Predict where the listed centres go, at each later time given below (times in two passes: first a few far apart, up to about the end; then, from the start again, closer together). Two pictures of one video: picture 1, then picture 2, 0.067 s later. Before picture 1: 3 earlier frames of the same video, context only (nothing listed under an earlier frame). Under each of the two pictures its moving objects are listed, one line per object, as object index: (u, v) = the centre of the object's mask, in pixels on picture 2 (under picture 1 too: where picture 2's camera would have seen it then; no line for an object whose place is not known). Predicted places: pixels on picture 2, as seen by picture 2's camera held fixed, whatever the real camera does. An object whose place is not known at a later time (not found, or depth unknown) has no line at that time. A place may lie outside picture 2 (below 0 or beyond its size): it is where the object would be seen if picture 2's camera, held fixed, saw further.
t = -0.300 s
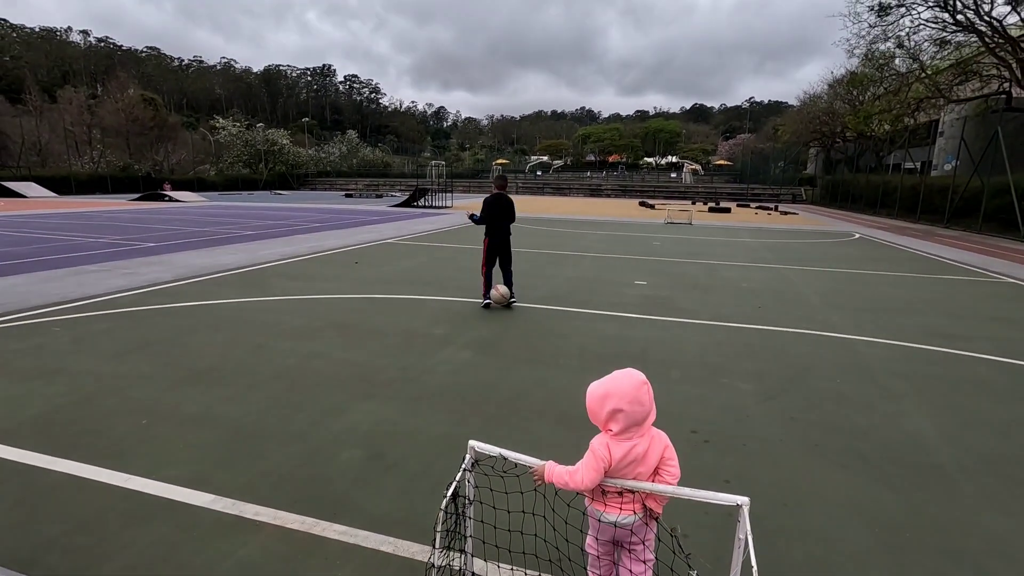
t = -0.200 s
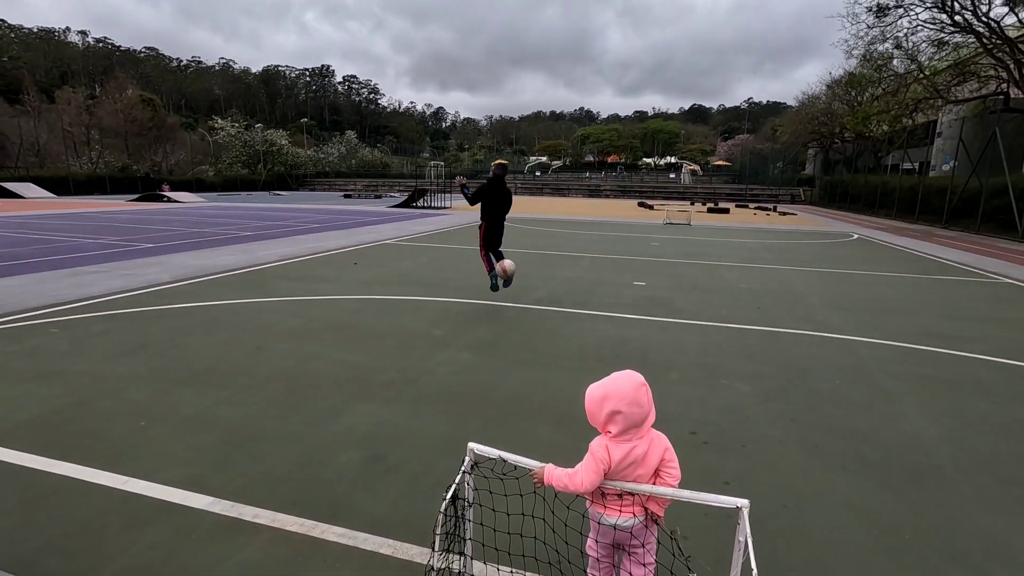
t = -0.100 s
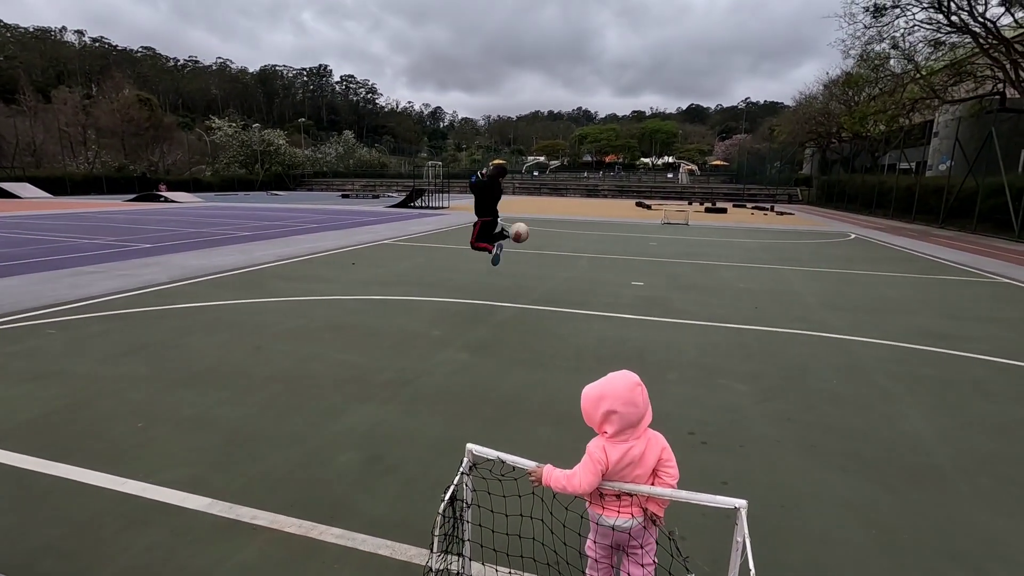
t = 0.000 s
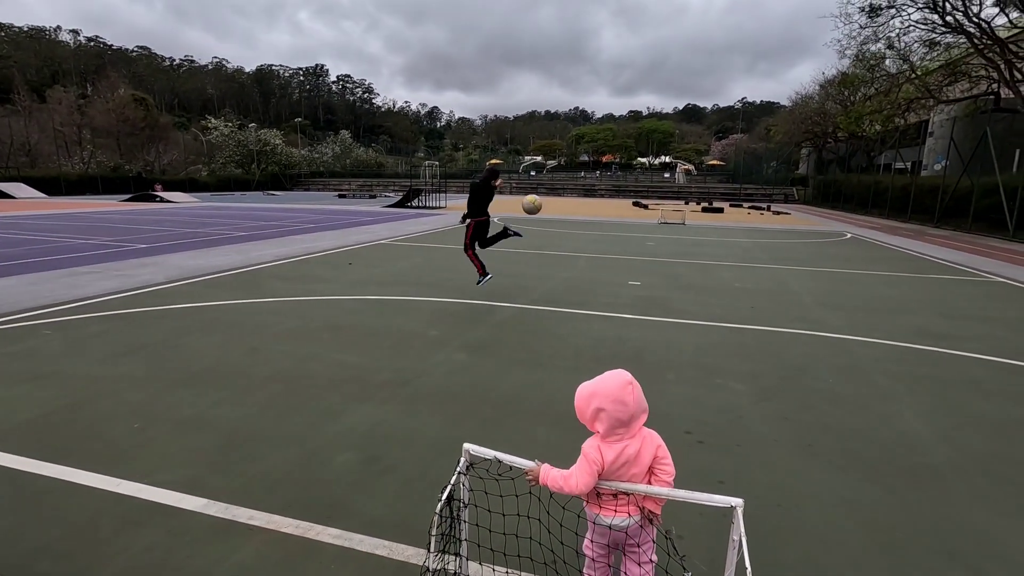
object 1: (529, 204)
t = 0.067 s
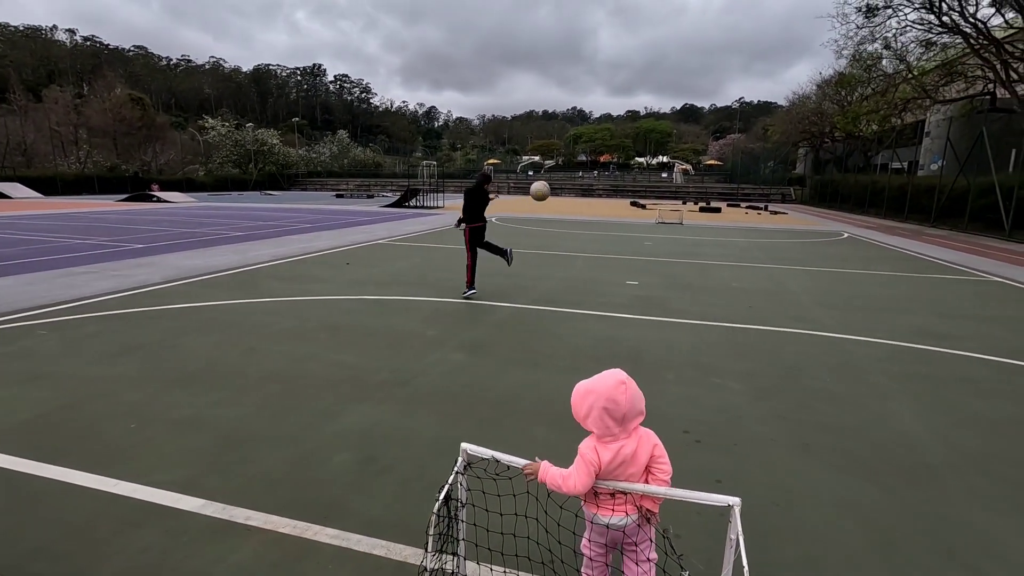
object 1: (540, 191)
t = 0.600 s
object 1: (614, 231)
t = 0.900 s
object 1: (648, 266)
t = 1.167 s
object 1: (678, 238)
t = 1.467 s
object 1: (709, 279)
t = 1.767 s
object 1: (744, 271)
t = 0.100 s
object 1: (545, 186)
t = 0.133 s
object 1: (550, 182)
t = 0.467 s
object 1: (597, 198)
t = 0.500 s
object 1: (601, 204)
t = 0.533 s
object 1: (605, 213)
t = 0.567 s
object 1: (610, 221)
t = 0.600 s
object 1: (614, 231)
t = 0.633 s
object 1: (618, 241)
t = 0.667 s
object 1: (622, 252)
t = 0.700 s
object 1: (626, 264)
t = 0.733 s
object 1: (629, 277)
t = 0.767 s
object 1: (633, 290)
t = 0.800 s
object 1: (637, 291)
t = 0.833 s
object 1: (640, 282)
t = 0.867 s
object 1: (644, 273)
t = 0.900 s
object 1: (648, 266)
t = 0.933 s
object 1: (652, 259)
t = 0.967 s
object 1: (656, 253)
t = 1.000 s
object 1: (659, 248)
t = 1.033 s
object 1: (663, 245)
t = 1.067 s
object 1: (667, 241)
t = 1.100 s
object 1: (671, 239)
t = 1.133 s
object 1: (675, 238)
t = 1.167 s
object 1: (678, 238)
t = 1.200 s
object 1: (681, 239)
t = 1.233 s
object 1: (686, 240)
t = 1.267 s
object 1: (689, 243)
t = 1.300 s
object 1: (692, 247)
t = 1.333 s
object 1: (696, 251)
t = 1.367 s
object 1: (699, 257)
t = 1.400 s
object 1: (703, 263)
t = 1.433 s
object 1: (706, 270)
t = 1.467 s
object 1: (709, 279)
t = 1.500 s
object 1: (713, 288)
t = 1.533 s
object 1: (716, 298)
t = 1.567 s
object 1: (719, 296)
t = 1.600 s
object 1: (723, 290)
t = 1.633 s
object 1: (727, 284)
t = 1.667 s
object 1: (732, 280)
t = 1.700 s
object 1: (736, 276)
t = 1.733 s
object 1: (740, 273)
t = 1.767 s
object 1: (744, 271)
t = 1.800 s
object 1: (747, 270)
